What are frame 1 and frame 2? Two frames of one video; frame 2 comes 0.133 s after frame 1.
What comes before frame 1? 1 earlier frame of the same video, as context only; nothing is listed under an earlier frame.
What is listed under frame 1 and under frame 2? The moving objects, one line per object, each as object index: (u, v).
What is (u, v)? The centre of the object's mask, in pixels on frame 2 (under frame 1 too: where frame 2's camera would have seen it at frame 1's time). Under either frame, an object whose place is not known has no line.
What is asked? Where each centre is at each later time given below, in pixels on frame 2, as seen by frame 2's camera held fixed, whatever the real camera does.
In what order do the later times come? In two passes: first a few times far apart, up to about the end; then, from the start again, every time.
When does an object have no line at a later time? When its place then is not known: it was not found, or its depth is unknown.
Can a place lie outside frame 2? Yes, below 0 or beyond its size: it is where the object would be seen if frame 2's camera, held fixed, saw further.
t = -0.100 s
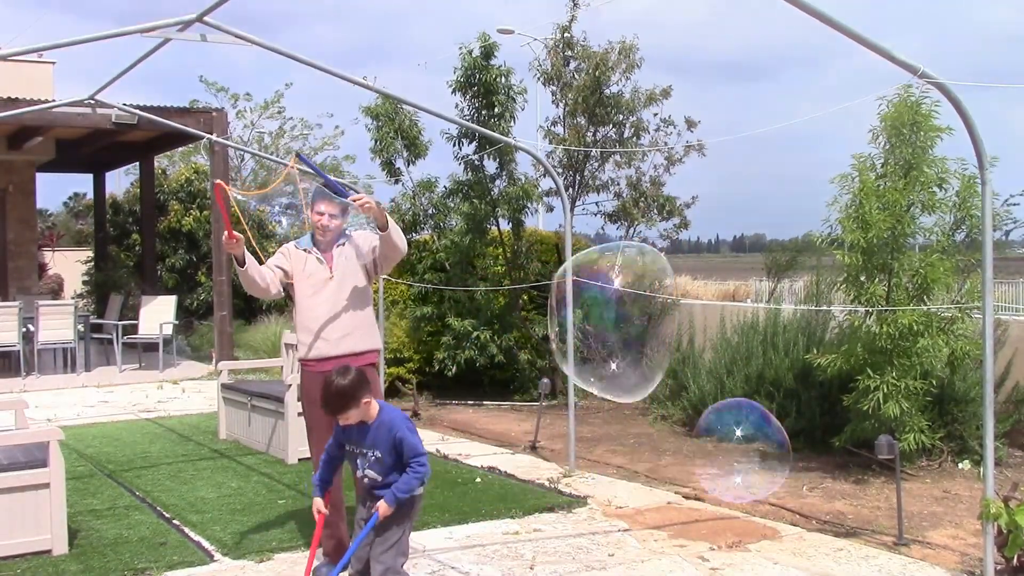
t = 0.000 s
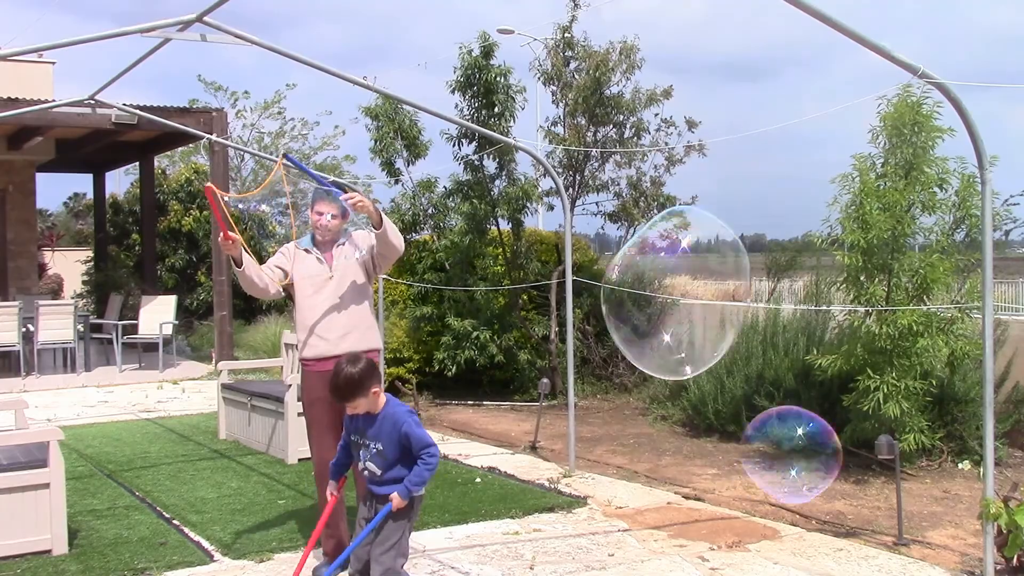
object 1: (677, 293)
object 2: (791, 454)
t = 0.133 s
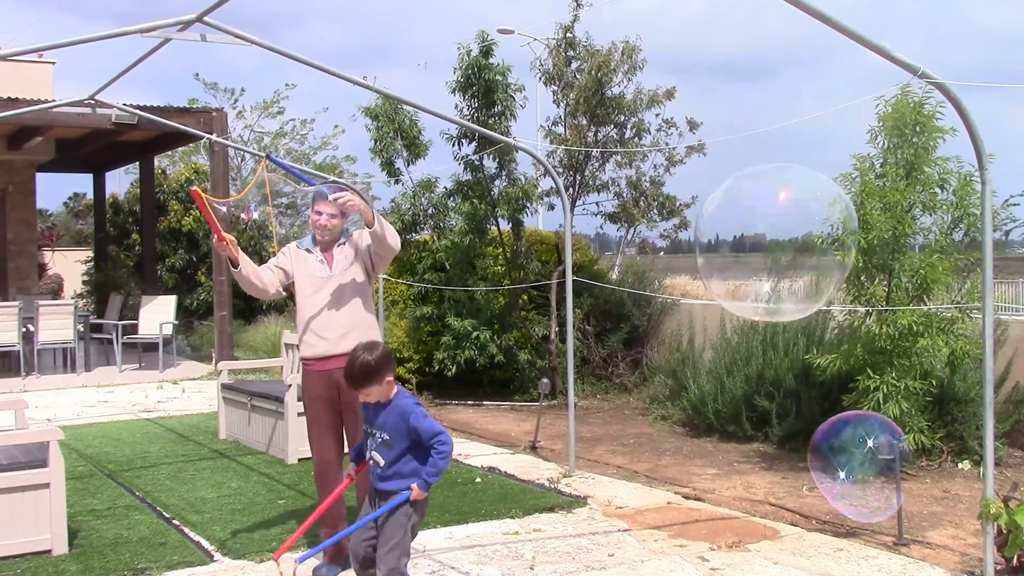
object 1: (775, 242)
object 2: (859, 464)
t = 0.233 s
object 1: (855, 201)
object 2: (909, 474)
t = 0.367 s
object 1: (954, 142)
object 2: (973, 483)
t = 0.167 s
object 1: (802, 228)
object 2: (876, 466)
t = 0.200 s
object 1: (829, 215)
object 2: (892, 469)
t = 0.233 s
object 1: (855, 201)
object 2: (909, 474)
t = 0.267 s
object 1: (881, 186)
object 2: (927, 478)
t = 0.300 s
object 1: (905, 172)
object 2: (939, 480)
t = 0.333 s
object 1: (935, 159)
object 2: (947, 482)
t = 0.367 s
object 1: (954, 142)
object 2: (973, 483)
